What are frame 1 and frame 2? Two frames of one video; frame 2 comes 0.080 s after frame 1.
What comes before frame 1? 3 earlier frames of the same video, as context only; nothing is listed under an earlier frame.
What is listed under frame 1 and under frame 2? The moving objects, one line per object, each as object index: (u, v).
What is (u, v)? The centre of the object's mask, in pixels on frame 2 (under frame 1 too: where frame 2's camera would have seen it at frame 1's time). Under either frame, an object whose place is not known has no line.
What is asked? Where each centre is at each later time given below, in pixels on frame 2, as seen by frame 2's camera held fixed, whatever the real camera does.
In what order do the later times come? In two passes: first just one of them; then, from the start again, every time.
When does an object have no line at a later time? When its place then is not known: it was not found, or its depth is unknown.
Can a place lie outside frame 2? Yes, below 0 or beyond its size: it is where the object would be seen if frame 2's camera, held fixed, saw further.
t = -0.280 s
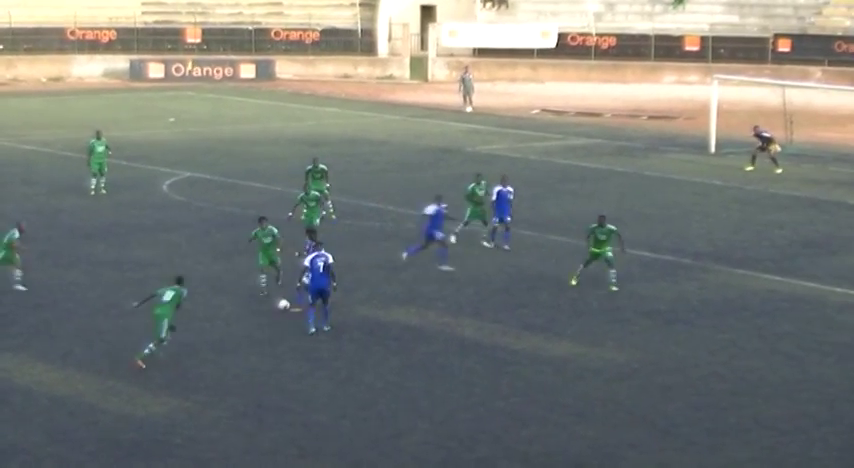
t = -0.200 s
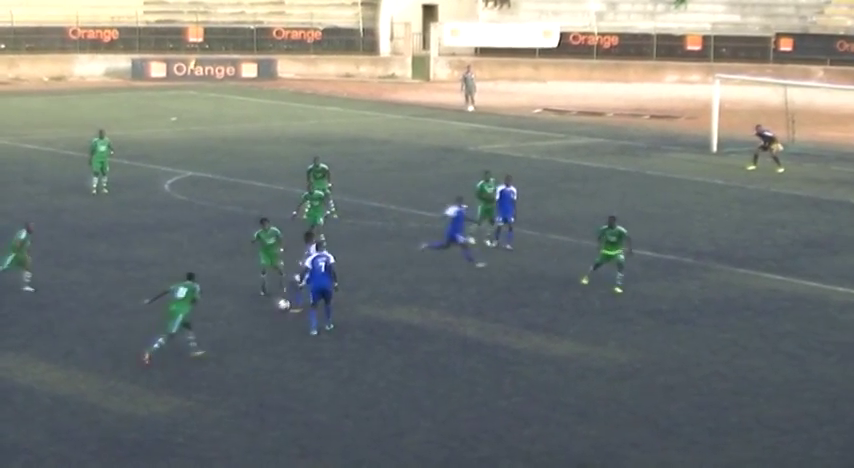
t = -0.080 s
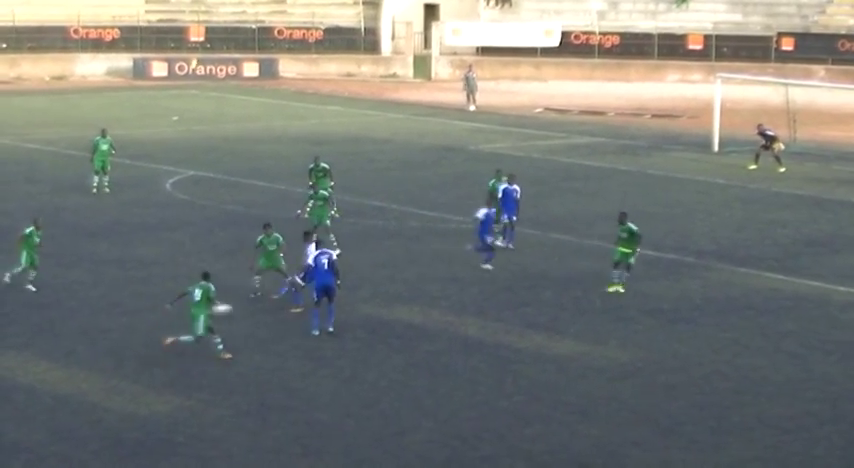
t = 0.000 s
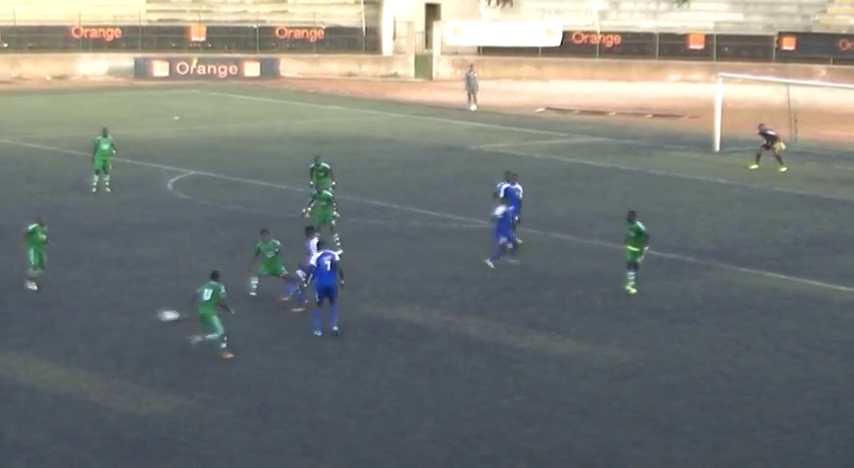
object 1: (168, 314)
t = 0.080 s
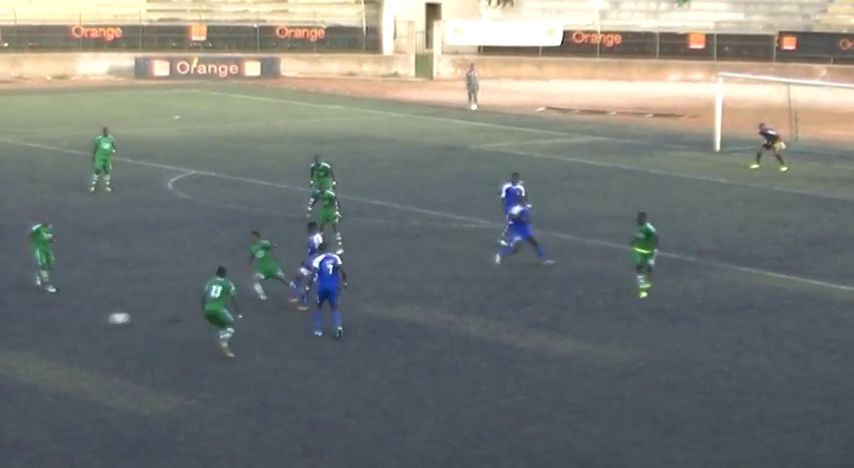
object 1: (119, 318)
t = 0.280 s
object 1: (1, 329)
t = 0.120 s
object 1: (93, 321)
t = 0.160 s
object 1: (68, 326)
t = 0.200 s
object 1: (45, 328)
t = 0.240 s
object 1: (22, 328)
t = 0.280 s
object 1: (1, 329)
